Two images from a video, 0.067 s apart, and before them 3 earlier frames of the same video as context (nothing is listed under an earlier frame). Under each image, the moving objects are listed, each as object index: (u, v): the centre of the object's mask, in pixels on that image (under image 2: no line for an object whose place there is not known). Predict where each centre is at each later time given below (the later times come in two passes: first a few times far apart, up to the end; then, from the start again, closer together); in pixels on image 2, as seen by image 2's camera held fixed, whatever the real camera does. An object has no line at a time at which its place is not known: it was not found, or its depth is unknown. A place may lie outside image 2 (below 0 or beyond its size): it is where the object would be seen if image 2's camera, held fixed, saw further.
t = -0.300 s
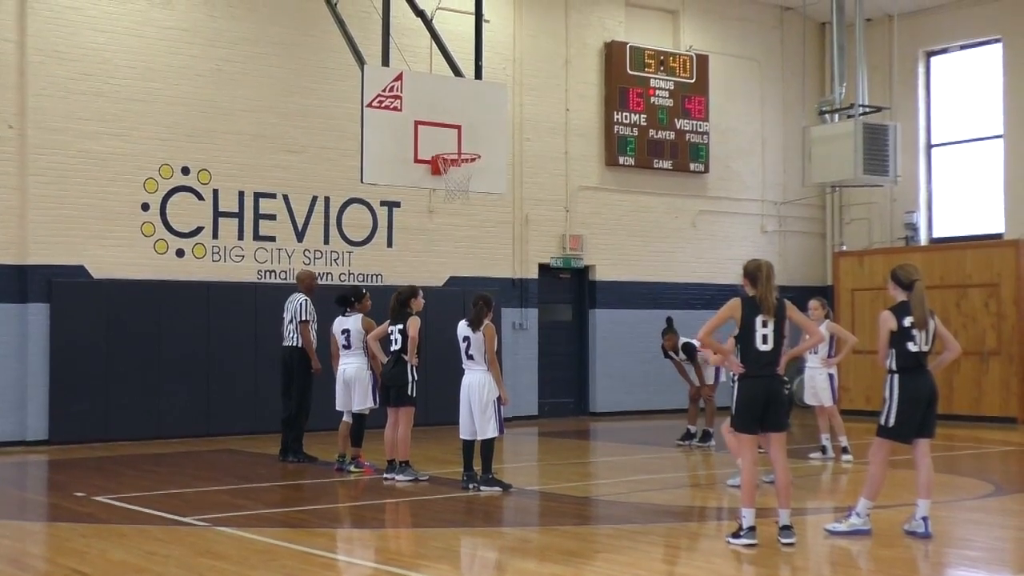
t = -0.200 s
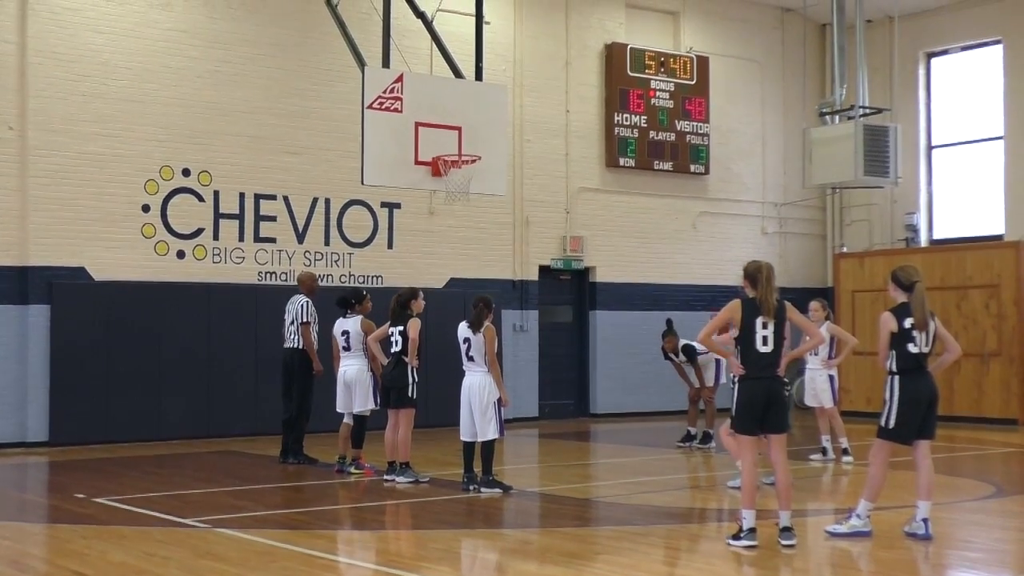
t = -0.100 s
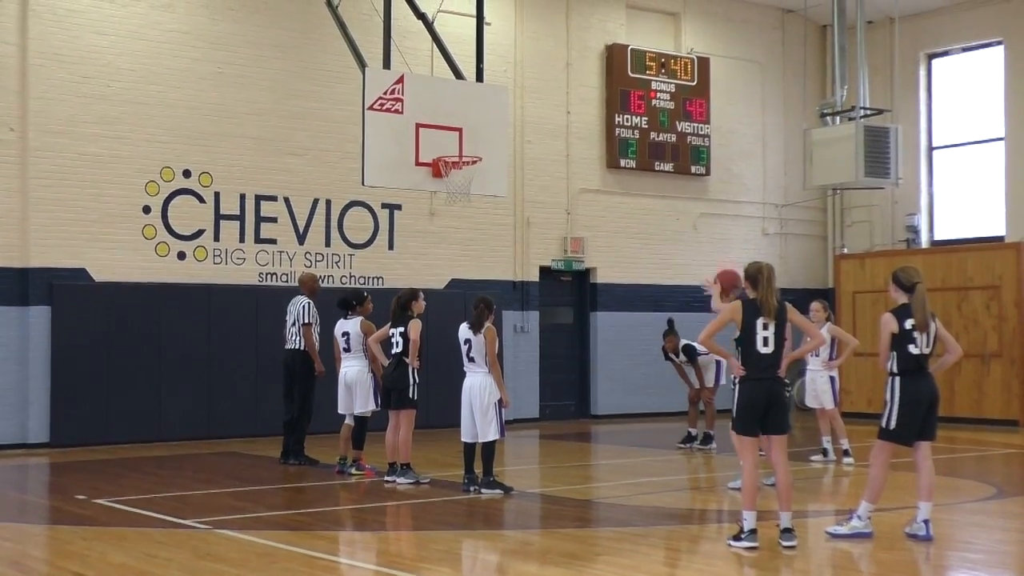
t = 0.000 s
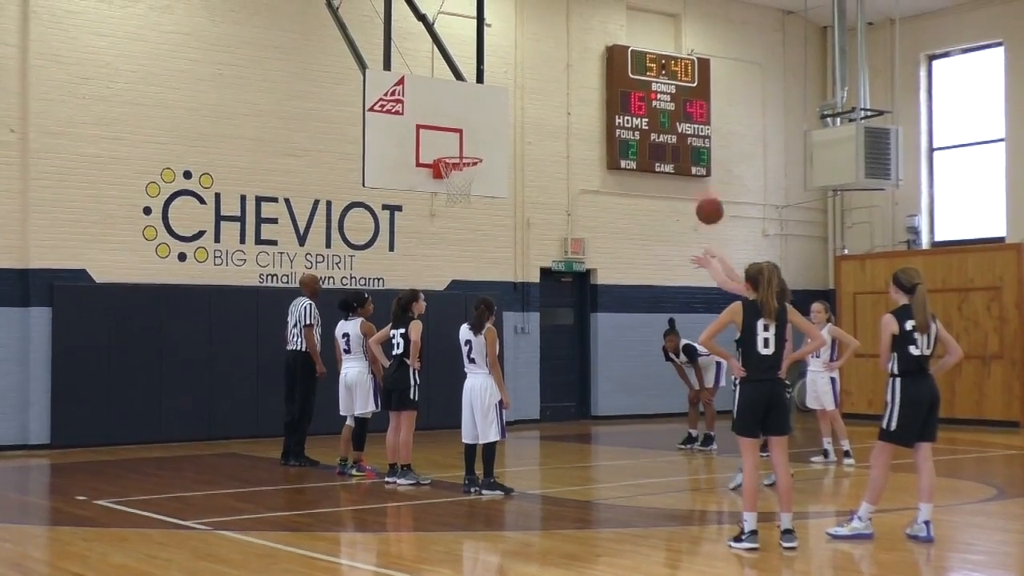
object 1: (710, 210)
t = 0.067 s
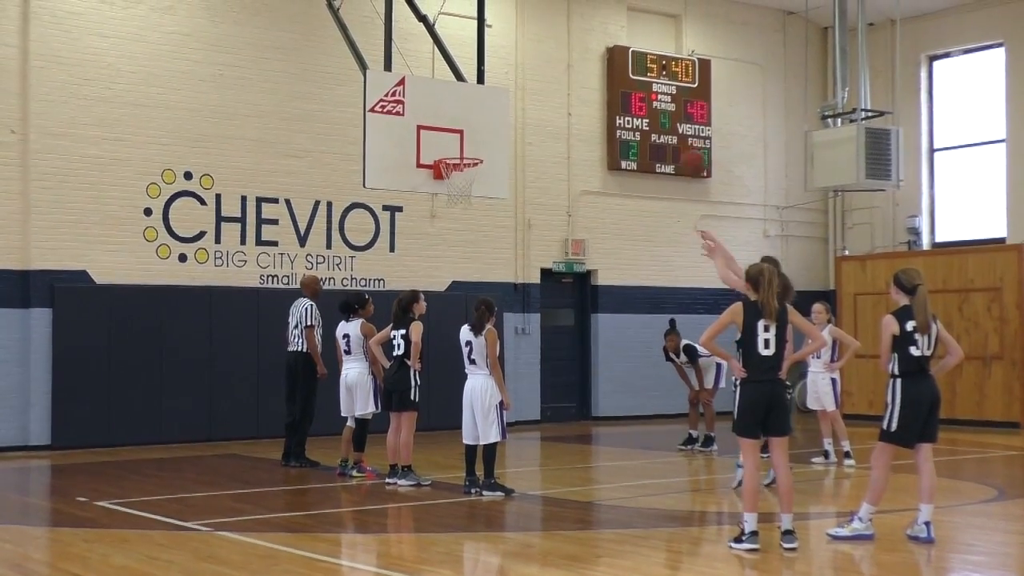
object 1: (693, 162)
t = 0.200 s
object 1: (662, 85)
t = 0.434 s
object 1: (611, 5)
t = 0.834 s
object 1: (535, 3)
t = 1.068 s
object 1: (496, 72)
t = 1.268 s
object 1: (473, 147)
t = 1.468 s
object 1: (498, 137)
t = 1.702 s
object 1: (531, 179)
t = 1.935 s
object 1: (567, 290)
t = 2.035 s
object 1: (582, 363)
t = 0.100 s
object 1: (685, 139)
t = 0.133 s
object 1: (677, 122)
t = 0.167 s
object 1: (669, 102)
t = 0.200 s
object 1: (662, 85)
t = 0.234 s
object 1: (653, 70)
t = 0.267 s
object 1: (647, 54)
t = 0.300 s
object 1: (639, 42)
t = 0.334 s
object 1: (631, 30)
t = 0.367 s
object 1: (624, 20)
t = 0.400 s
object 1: (617, 11)
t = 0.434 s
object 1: (611, 5)
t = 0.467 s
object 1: (604, 2)
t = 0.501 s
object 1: (597, -1)
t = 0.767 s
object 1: (547, -2)
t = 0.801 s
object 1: (541, 0)
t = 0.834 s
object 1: (535, 3)
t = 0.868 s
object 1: (529, 9)
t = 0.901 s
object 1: (523, 17)
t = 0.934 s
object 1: (518, 26)
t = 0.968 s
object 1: (512, 36)
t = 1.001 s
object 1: (507, 48)
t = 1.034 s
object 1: (501, 60)
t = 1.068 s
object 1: (496, 72)
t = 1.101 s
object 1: (490, 86)
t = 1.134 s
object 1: (485, 101)
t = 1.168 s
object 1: (479, 117)
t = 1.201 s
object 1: (475, 133)
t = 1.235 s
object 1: (470, 150)
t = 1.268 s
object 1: (473, 147)
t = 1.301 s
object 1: (477, 143)
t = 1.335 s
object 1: (481, 139)
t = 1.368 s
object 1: (486, 137)
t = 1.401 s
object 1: (490, 136)
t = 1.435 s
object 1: (494, 136)
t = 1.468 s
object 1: (498, 137)
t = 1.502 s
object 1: (503, 140)
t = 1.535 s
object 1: (507, 143)
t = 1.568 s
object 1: (512, 148)
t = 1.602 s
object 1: (516, 154)
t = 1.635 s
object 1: (521, 161)
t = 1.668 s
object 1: (526, 169)
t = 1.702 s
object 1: (531, 179)
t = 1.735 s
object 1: (536, 190)
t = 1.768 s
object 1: (541, 203)
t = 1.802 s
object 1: (546, 217)
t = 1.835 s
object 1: (551, 233)
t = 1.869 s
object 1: (556, 250)
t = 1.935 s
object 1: (567, 290)
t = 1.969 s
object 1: (572, 311)
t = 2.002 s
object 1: (578, 335)
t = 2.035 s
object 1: (582, 363)
